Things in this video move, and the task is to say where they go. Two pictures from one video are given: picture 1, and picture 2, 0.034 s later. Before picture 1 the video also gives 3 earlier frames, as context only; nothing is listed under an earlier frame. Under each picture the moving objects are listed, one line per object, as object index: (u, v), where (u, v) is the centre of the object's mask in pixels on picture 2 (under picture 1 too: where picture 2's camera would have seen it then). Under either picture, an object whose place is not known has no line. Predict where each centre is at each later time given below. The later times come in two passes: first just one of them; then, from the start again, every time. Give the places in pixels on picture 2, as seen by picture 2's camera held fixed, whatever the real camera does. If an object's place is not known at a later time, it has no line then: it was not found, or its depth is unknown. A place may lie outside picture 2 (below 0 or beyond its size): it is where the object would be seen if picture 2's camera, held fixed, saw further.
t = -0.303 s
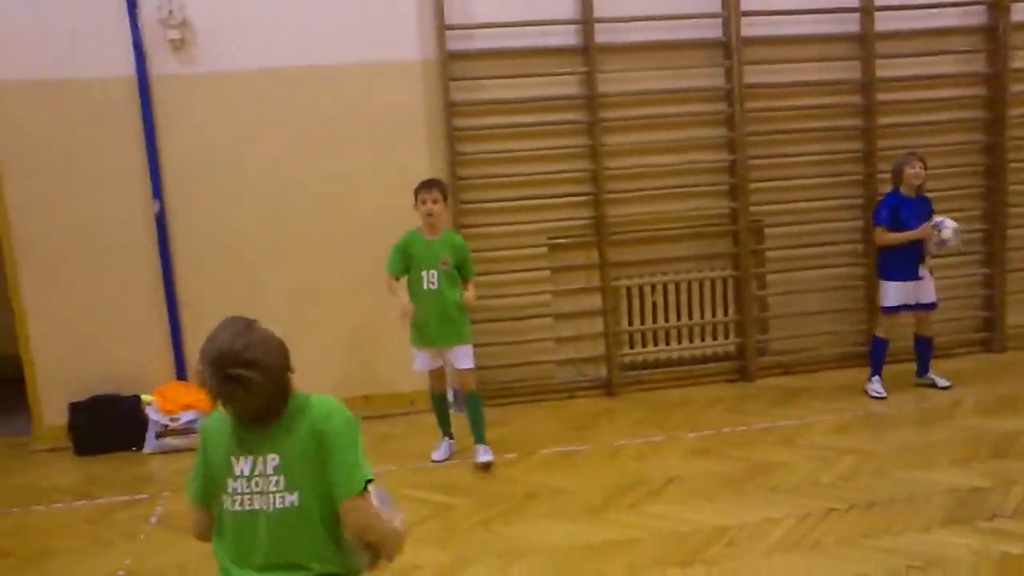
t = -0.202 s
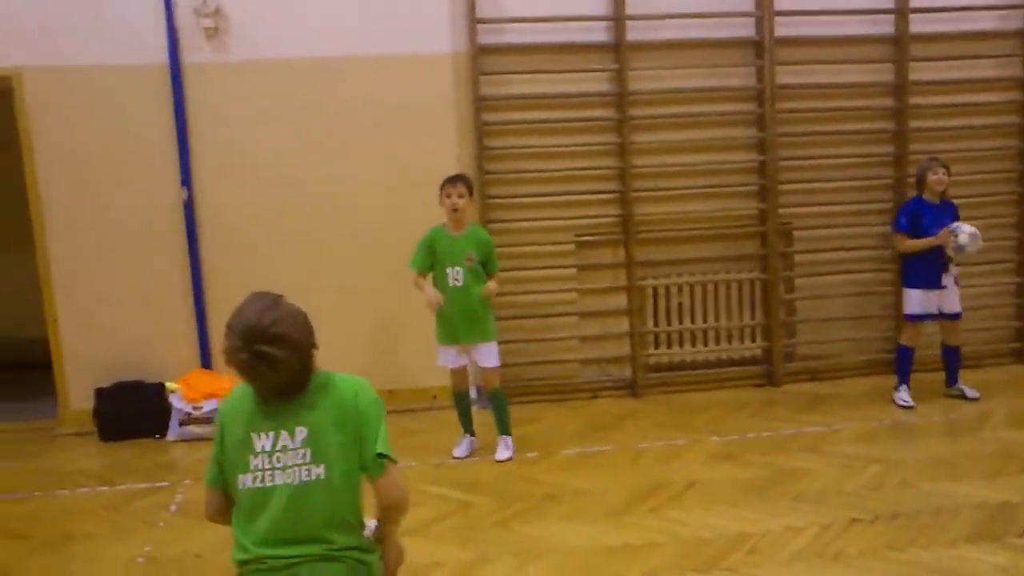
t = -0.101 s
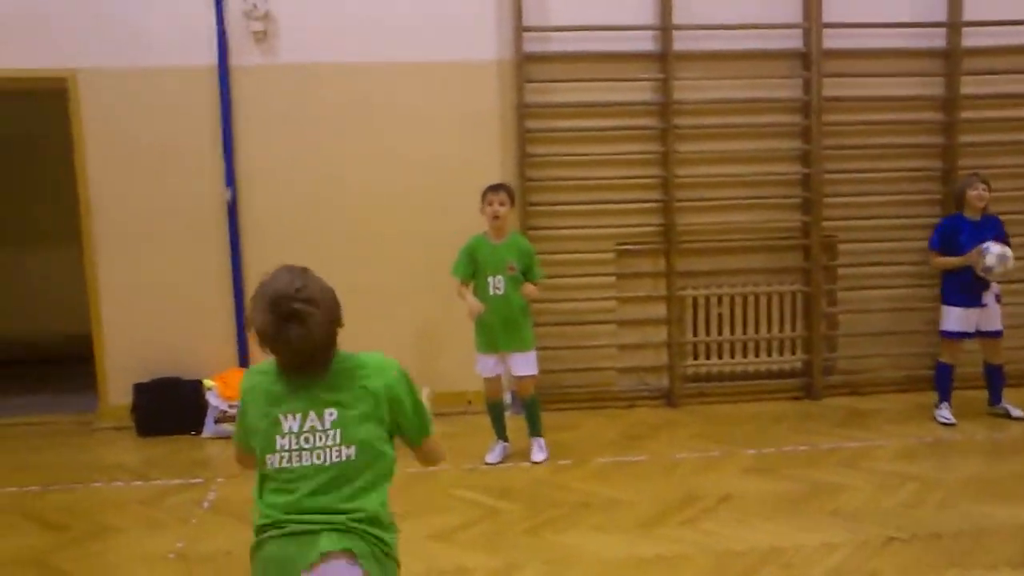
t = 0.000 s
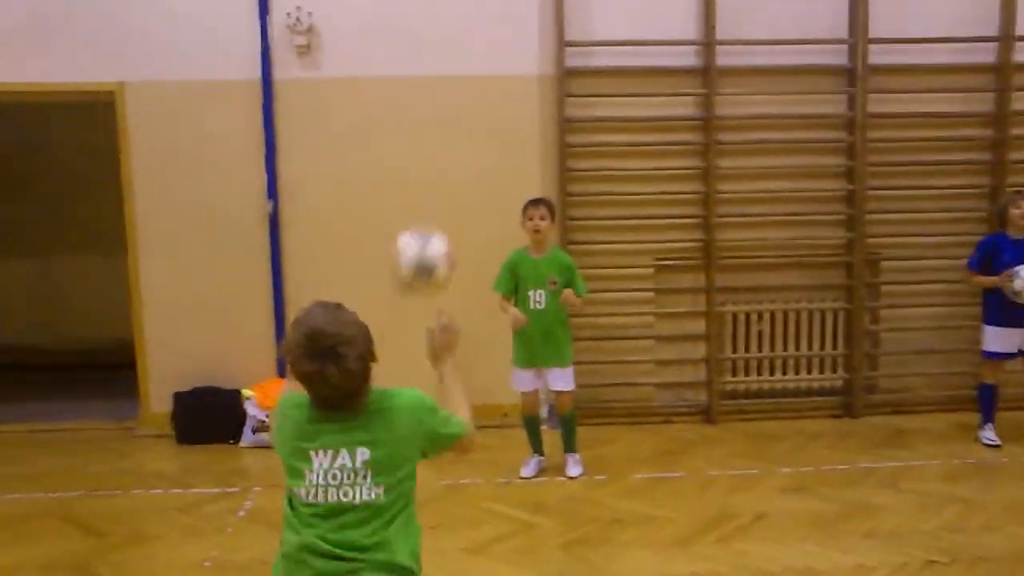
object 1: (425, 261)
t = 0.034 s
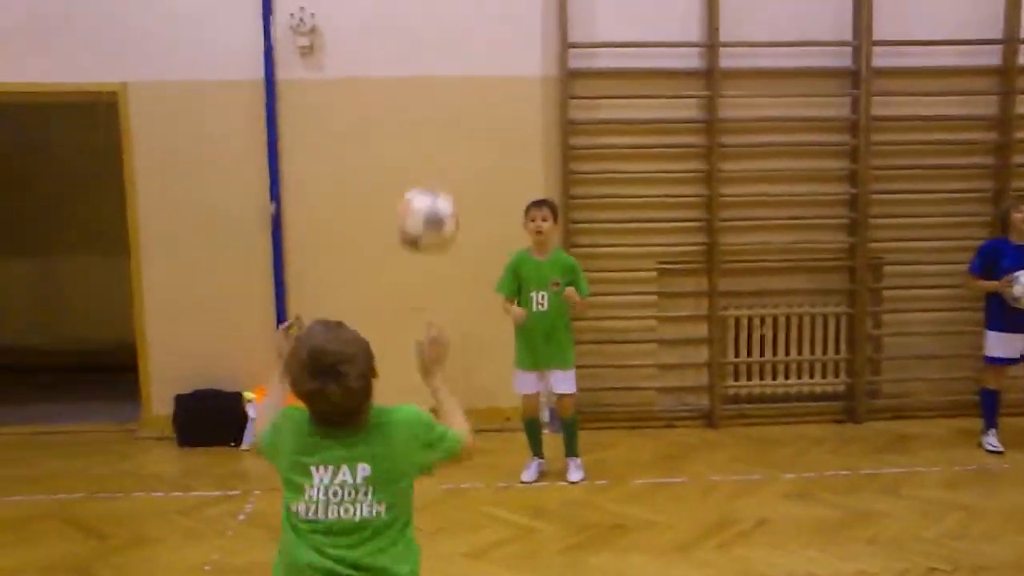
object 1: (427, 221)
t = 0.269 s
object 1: (439, 65)
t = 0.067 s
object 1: (425, 183)
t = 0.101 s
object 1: (427, 154)
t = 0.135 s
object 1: (432, 128)
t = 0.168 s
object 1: (434, 104)
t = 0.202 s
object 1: (435, 90)
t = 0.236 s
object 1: (437, 76)
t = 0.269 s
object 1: (439, 65)
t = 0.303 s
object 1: (440, 58)
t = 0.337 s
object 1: (441, 54)
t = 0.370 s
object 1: (442, 54)
